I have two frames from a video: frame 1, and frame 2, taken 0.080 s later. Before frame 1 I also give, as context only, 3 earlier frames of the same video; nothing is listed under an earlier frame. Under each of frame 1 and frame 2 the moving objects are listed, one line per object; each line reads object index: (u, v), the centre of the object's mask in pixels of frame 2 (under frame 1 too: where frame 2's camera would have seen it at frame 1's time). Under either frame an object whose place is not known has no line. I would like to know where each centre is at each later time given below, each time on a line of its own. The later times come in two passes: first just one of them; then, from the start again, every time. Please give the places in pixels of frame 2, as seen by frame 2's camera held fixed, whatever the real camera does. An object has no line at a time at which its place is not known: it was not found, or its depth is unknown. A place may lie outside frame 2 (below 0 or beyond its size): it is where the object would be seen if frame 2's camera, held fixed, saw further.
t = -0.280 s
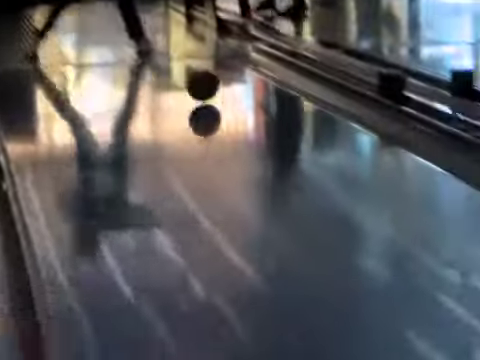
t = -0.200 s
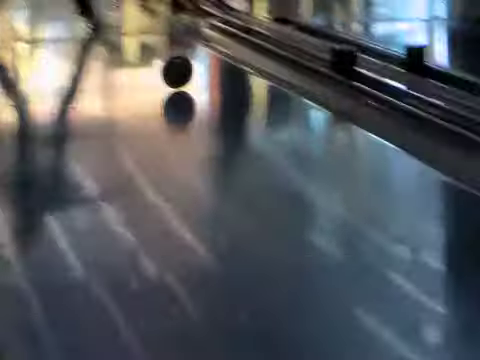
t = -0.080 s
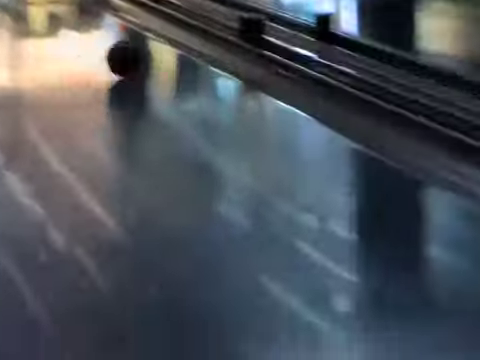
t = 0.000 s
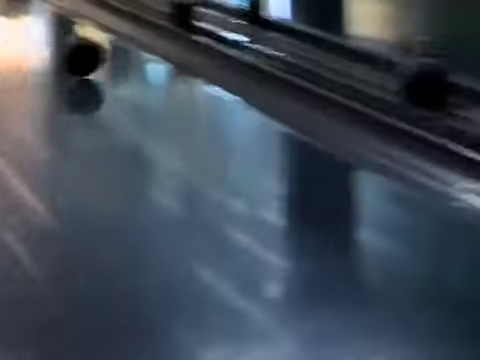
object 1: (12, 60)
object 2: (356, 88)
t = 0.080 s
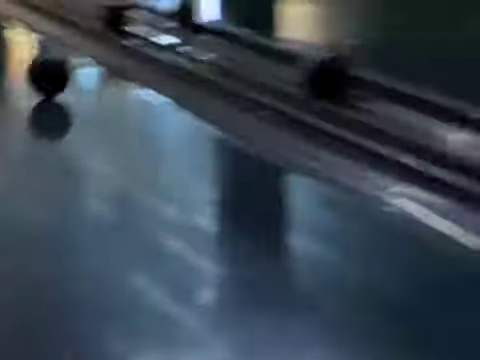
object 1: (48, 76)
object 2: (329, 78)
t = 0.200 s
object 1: (114, 104)
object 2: (288, 65)
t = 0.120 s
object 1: (67, 85)
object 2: (316, 73)
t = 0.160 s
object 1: (90, 94)
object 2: (302, 70)
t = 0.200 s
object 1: (114, 104)
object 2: (288, 65)
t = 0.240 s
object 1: (142, 113)
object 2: (276, 60)
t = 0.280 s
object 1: (171, 123)
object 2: (262, 55)
